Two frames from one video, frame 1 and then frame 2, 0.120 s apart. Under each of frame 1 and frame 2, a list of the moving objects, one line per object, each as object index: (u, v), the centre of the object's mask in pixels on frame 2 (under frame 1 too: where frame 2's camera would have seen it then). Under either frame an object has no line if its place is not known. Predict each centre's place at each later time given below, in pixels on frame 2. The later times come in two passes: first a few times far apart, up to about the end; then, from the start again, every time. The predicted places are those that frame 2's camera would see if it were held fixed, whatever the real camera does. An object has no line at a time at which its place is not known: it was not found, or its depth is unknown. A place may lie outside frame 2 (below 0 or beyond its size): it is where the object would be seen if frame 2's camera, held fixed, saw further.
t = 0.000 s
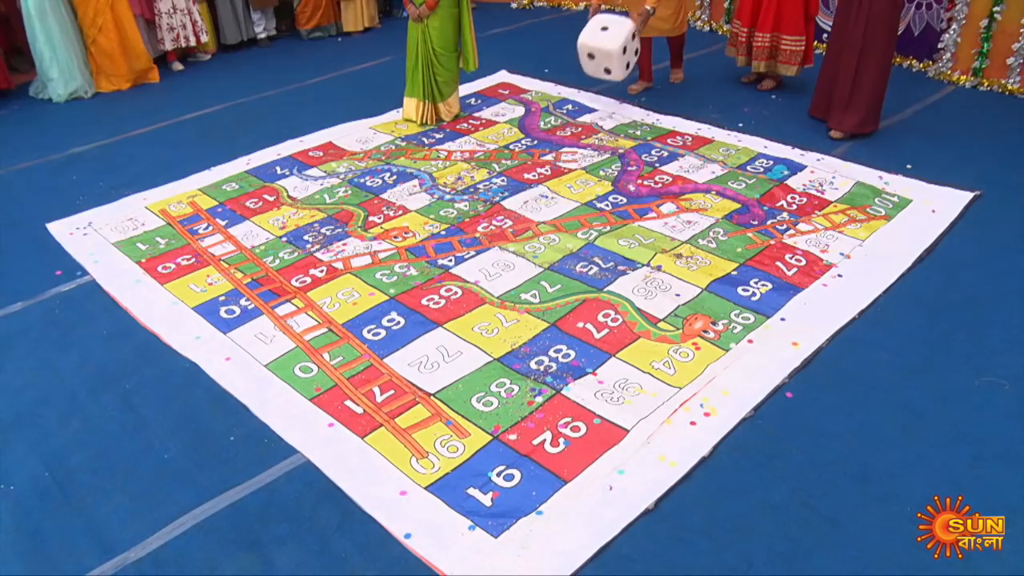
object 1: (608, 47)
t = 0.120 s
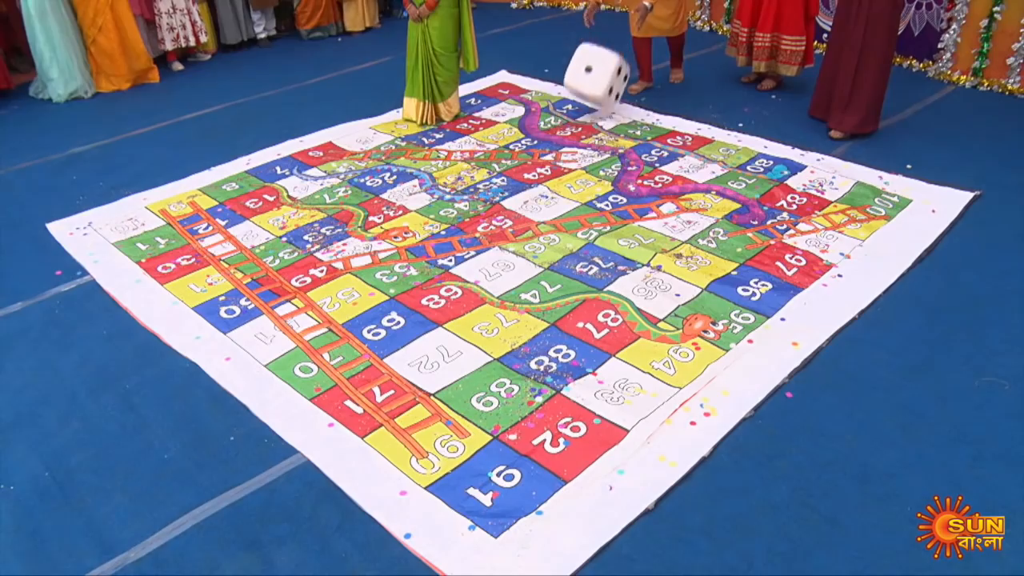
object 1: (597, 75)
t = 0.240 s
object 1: (581, 94)
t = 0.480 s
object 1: (548, 104)
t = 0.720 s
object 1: (534, 113)
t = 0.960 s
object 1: (512, 123)
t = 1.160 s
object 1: (487, 138)
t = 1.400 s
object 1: (470, 144)
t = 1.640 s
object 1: (465, 152)
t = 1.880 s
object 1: (456, 164)
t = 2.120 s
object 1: (453, 165)
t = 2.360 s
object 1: (456, 166)
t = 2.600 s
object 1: (459, 161)
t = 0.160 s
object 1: (593, 90)
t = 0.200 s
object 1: (587, 92)
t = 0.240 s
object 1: (581, 94)
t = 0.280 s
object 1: (575, 93)
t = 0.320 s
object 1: (569, 92)
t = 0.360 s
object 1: (563, 94)
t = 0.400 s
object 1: (557, 99)
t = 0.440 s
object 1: (551, 105)
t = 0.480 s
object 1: (548, 104)
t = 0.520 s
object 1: (545, 102)
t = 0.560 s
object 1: (543, 102)
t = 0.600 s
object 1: (541, 105)
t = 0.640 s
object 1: (539, 108)
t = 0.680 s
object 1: (536, 109)
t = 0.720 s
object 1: (534, 113)
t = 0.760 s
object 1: (531, 117)
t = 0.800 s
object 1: (528, 120)
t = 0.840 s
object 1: (524, 120)
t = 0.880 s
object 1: (520, 120)
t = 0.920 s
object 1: (516, 121)
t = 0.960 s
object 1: (512, 123)
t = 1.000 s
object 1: (507, 125)
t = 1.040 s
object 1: (502, 128)
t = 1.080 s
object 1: (496, 131)
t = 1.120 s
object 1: (491, 134)
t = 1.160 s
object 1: (487, 138)
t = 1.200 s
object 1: (483, 140)
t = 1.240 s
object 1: (479, 140)
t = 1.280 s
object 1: (476, 141)
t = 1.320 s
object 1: (473, 142)
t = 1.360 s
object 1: (471, 143)
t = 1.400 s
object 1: (470, 144)
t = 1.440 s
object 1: (470, 145)
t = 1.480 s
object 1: (469, 145)
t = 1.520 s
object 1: (468, 146)
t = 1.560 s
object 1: (467, 148)
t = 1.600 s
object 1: (466, 150)
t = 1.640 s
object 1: (465, 152)
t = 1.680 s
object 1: (463, 156)
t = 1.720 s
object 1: (461, 161)
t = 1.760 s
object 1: (459, 164)
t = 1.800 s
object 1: (458, 165)
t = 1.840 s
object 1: (457, 165)
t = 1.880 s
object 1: (456, 164)
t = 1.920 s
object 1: (455, 165)
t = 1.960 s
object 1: (453, 165)
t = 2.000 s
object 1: (453, 165)
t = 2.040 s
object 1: (453, 165)
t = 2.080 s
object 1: (453, 165)
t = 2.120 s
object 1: (453, 165)
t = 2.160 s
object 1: (453, 165)
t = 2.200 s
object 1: (453, 165)
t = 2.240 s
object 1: (454, 165)
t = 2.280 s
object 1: (454, 165)
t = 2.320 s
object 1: (455, 166)
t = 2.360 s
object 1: (456, 166)
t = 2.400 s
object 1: (457, 166)
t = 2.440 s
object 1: (458, 163)
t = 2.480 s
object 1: (458, 162)
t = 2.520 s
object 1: (459, 161)
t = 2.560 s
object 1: (459, 160)
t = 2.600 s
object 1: (459, 161)
